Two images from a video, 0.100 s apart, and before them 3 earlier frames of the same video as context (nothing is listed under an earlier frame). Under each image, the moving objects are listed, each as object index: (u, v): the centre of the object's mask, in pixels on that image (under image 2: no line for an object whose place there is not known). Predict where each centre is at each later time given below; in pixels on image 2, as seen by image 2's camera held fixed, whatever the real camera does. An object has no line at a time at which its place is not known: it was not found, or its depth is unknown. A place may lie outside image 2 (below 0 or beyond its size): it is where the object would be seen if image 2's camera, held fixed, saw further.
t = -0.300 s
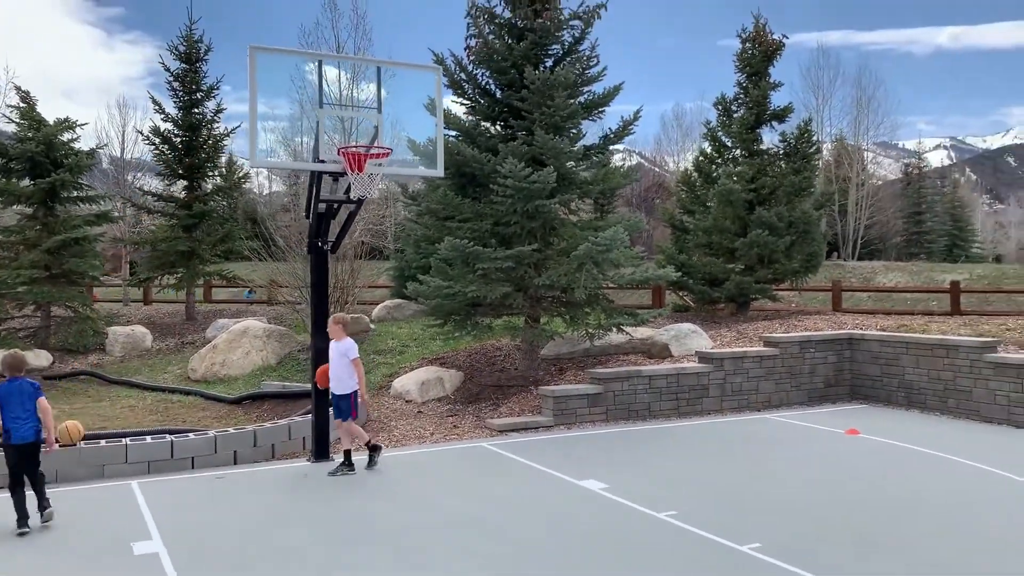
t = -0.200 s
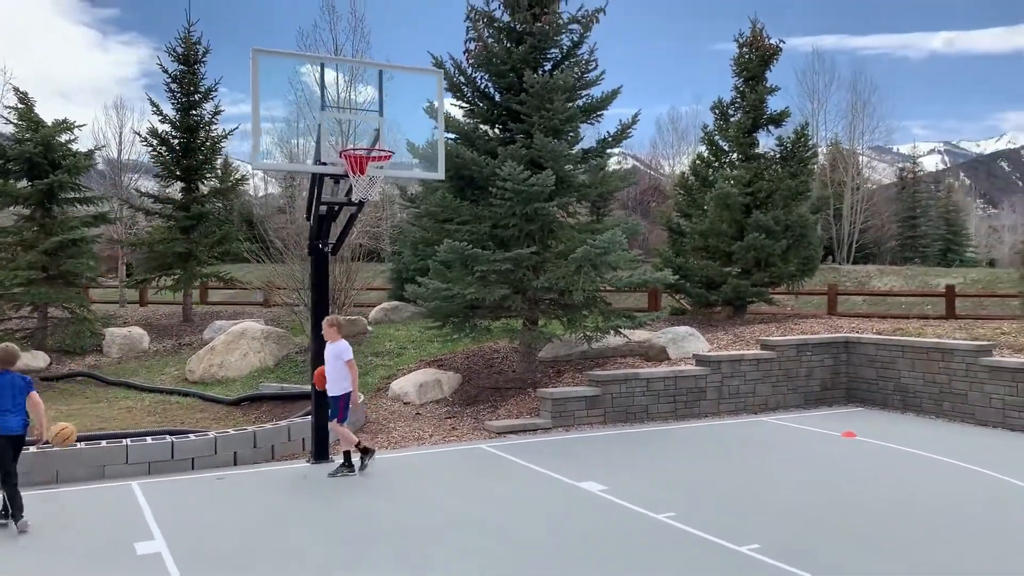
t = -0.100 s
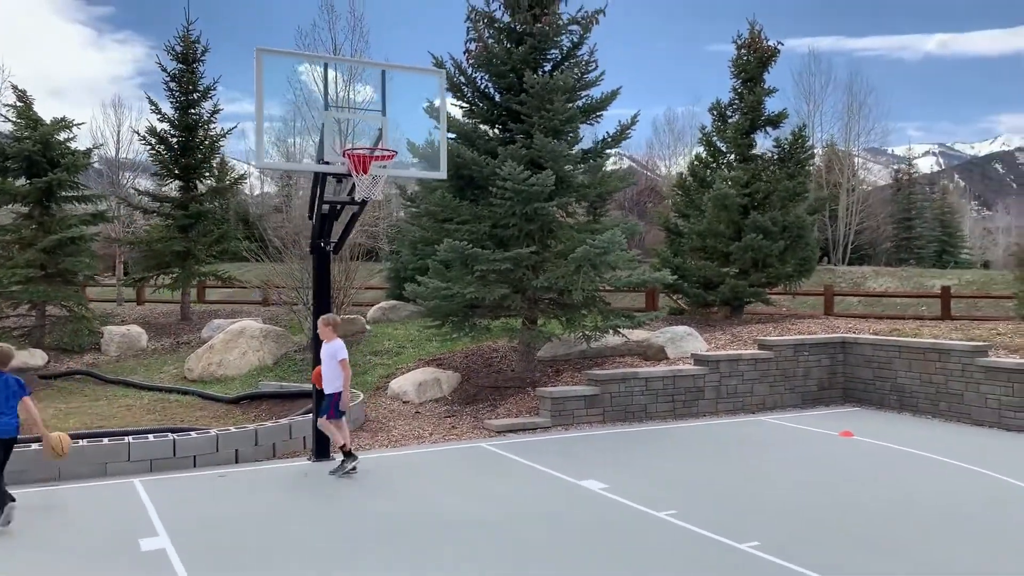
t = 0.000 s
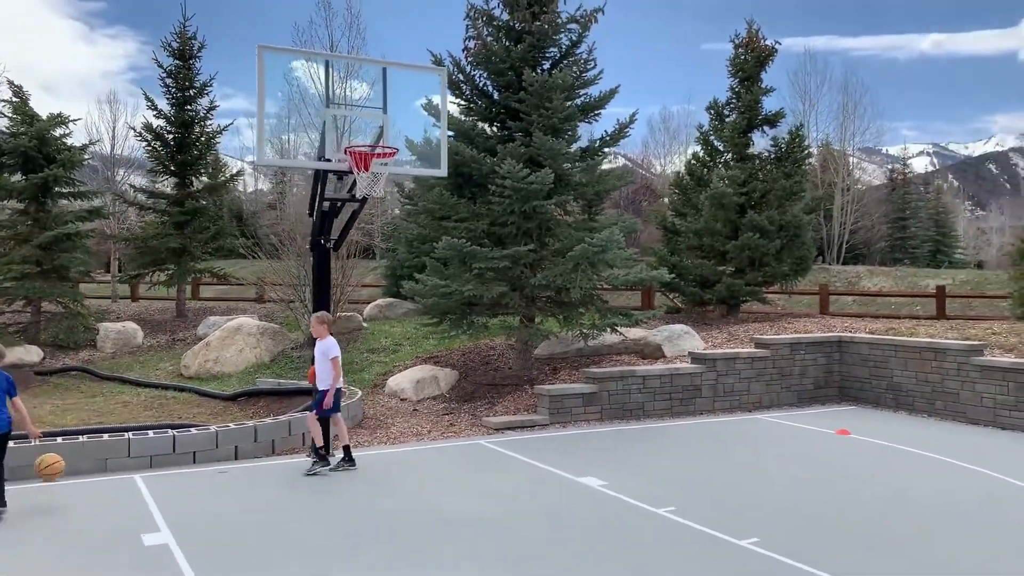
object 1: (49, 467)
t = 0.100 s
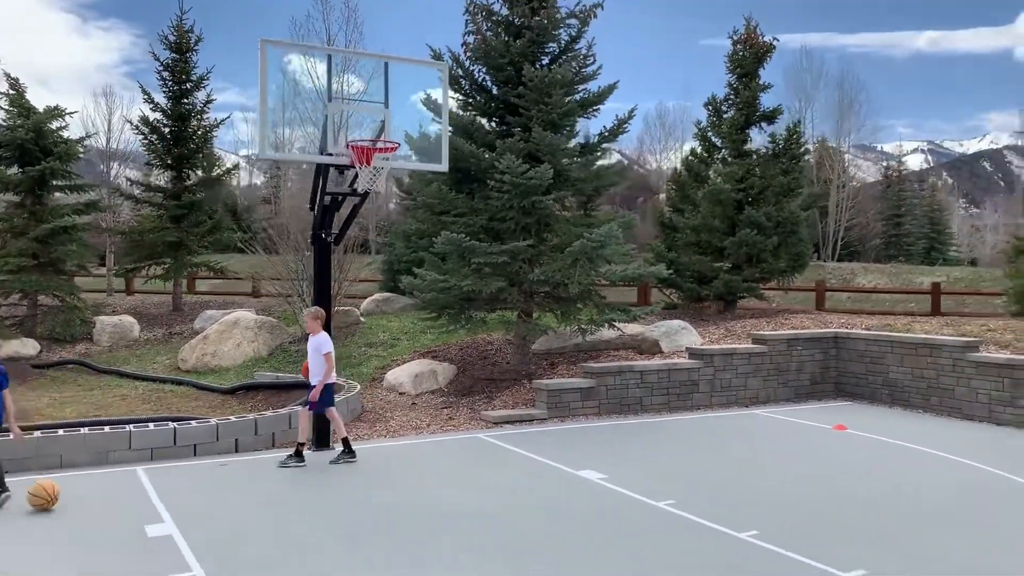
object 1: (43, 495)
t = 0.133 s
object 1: (41, 490)
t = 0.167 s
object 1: (39, 485)
